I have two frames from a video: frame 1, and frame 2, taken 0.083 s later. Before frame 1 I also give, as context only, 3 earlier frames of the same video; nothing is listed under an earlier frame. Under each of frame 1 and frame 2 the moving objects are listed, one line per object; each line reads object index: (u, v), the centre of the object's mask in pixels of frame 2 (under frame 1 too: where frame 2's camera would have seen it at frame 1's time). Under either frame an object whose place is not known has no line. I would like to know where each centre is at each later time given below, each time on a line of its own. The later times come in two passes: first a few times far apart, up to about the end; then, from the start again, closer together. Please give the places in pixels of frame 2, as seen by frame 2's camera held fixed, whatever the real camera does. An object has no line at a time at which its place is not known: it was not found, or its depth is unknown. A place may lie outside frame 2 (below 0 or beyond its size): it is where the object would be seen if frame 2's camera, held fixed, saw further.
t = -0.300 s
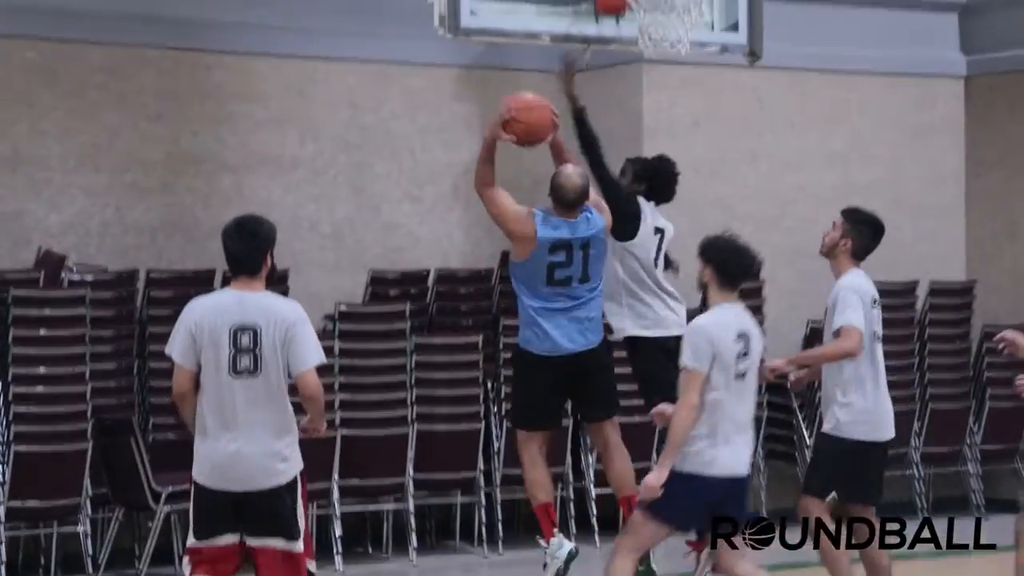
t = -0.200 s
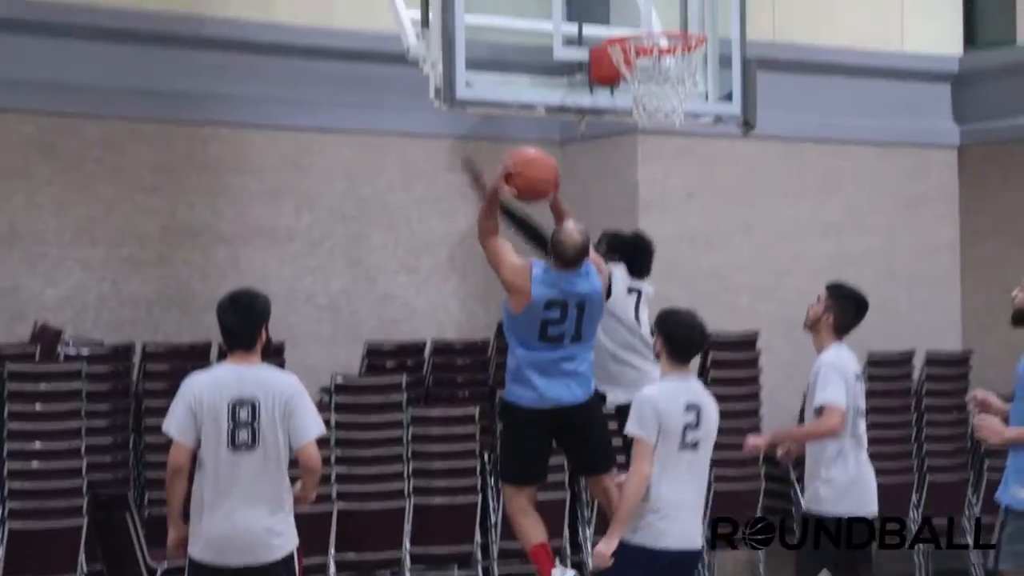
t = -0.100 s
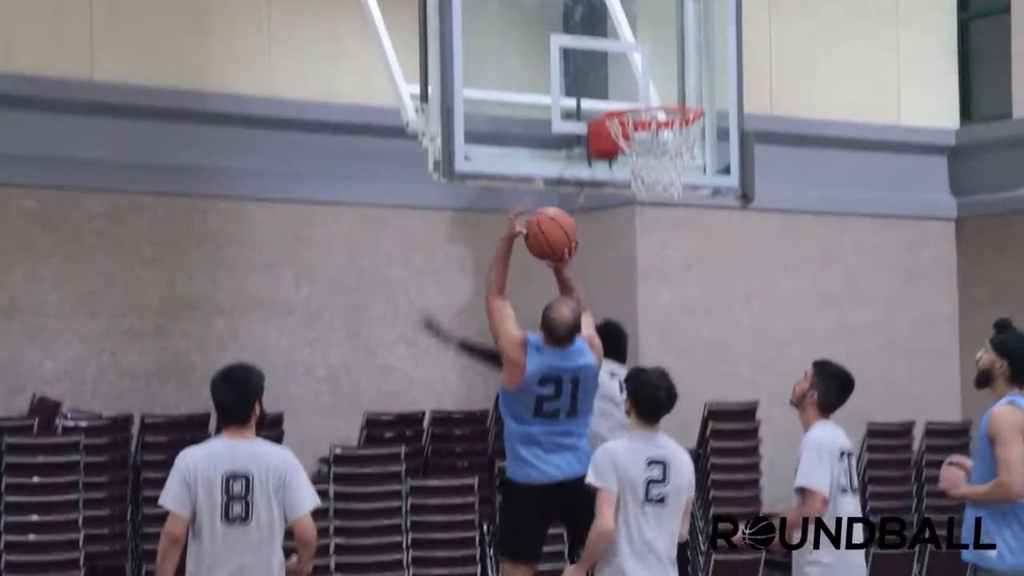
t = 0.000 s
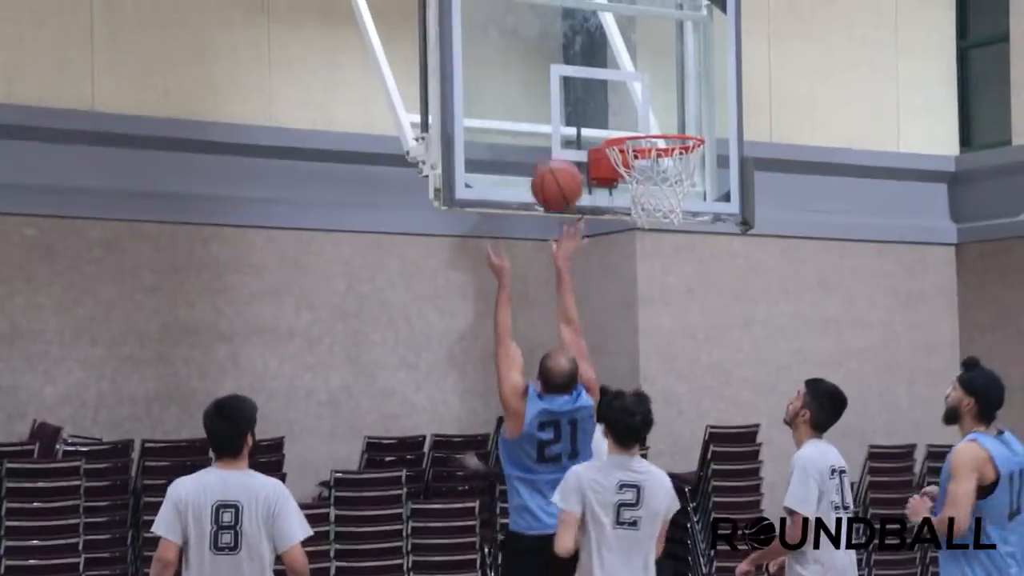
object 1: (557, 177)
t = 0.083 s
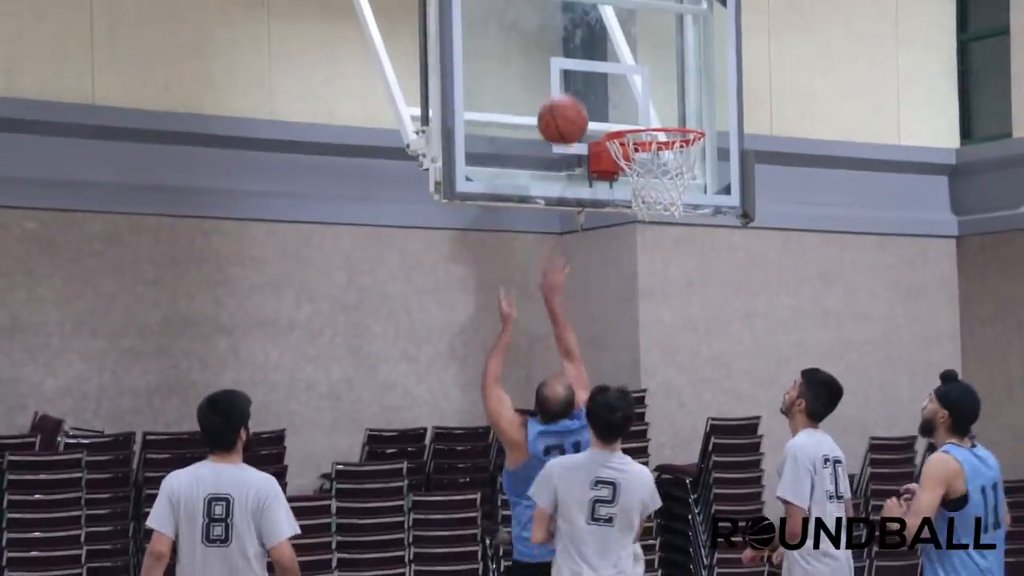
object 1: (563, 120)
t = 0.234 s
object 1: (572, 53)
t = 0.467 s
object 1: (651, 66)
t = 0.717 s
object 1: (663, 102)
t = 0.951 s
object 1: (634, 162)
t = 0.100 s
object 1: (564, 110)
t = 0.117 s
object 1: (565, 101)
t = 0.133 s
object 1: (566, 93)
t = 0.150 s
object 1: (567, 85)
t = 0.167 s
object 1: (568, 76)
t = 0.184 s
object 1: (569, 70)
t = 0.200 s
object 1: (570, 63)
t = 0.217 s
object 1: (571, 58)
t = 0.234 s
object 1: (572, 53)
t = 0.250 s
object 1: (577, 50)
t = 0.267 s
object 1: (582, 48)
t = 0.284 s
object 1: (587, 47)
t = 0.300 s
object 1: (593, 46)
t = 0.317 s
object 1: (599, 46)
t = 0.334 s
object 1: (605, 46)
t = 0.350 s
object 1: (611, 47)
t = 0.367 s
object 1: (617, 47)
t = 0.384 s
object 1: (622, 49)
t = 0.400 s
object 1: (627, 51)
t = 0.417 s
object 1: (633, 54)
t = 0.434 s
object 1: (639, 58)
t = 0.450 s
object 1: (645, 62)
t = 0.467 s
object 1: (651, 66)
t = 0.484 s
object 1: (656, 71)
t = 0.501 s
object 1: (662, 77)
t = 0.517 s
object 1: (668, 83)
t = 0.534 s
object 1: (674, 91)
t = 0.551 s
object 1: (680, 97)
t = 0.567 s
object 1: (686, 104)
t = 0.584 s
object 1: (687, 107)
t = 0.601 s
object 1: (684, 105)
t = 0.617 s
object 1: (681, 103)
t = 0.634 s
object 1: (678, 102)
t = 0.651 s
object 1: (675, 101)
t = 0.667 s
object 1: (672, 101)
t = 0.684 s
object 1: (670, 101)
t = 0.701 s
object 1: (666, 101)
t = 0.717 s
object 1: (663, 102)
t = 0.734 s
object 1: (660, 103)
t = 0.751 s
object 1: (657, 104)
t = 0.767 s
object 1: (654, 107)
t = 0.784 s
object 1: (650, 108)
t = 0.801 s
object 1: (648, 111)
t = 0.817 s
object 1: (645, 113)
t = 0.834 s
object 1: (641, 115)
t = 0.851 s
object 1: (638, 118)
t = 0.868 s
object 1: (640, 134)
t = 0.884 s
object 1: (634, 145)
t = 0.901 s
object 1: (639, 150)
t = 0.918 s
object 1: (636, 154)
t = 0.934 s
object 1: (634, 158)
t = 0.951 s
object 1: (634, 162)
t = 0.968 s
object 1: (635, 169)
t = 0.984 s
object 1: (635, 174)
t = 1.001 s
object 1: (635, 180)
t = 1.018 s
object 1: (637, 186)
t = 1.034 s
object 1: (638, 192)
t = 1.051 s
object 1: (639, 196)
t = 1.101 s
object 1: (645, 224)
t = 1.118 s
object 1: (647, 229)
